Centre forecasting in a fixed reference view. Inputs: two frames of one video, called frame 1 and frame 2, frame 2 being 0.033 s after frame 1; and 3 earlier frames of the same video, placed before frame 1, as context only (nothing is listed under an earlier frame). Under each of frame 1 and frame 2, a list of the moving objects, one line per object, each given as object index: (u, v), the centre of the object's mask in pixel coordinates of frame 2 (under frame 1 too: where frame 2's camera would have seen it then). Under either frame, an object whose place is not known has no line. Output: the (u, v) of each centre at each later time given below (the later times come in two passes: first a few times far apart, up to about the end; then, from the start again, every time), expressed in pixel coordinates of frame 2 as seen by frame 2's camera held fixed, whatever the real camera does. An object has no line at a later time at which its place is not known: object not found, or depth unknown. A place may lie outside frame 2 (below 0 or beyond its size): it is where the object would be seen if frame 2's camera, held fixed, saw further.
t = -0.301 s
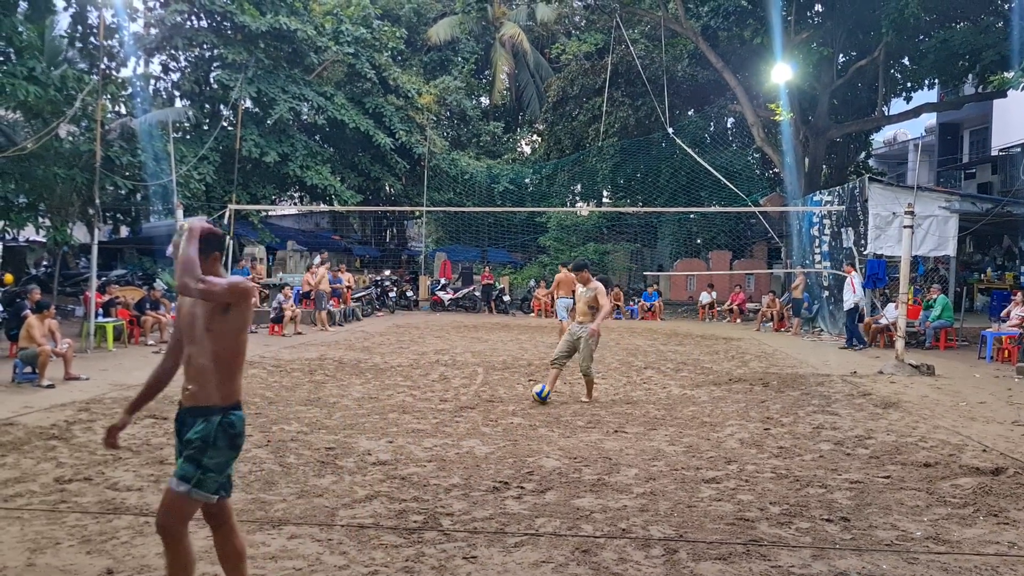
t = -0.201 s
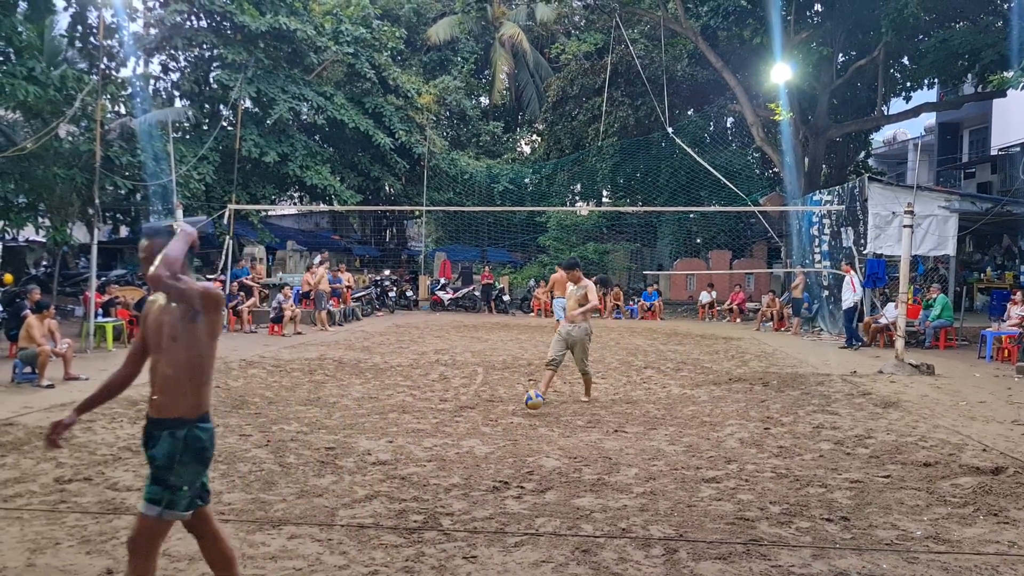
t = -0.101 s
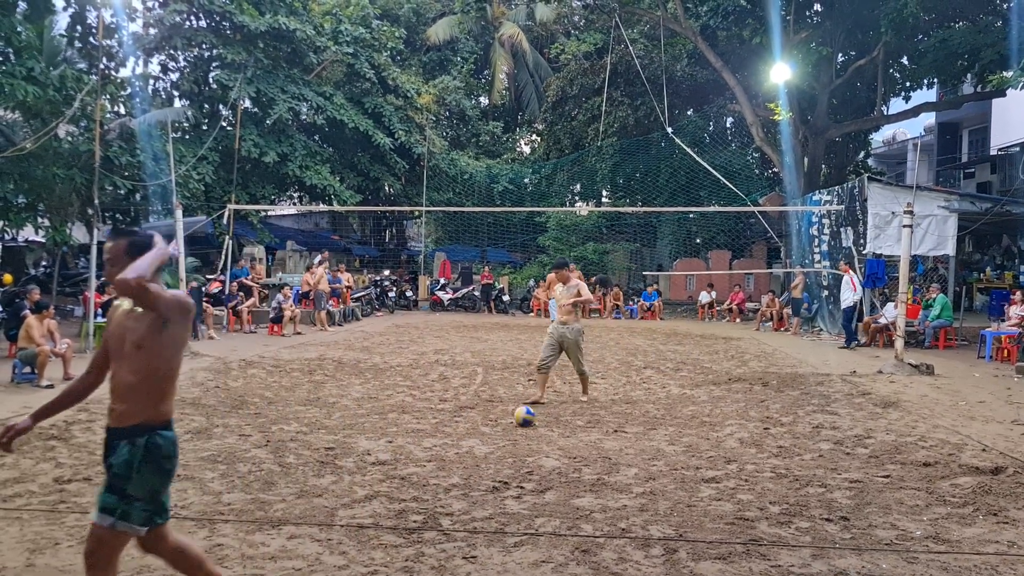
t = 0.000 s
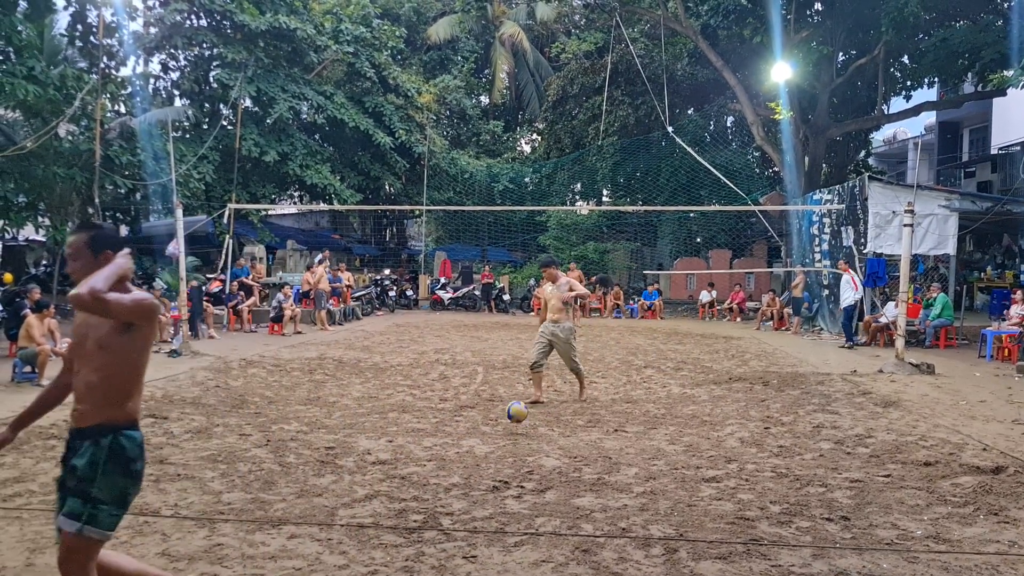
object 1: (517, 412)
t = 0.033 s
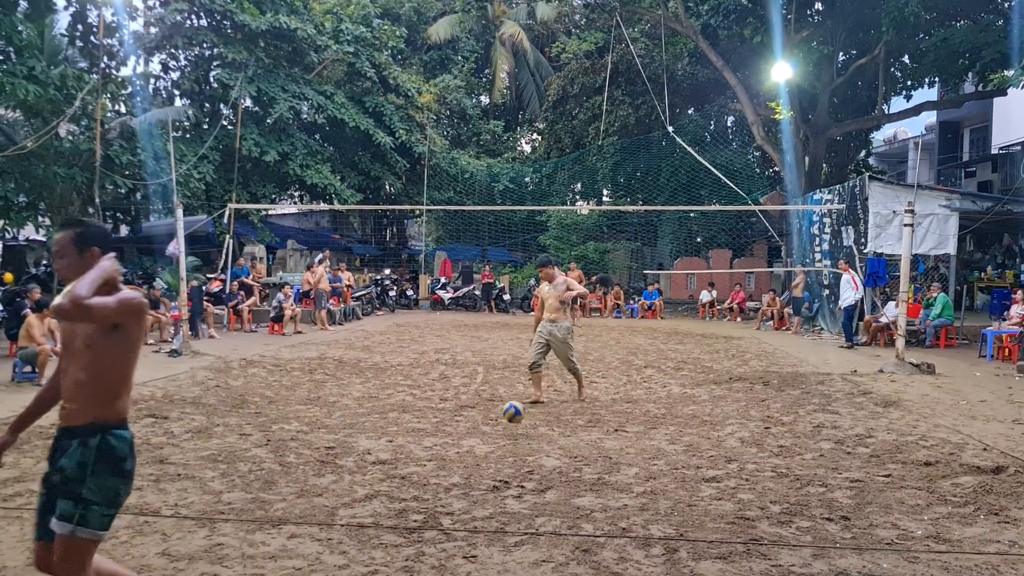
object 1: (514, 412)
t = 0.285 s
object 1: (487, 441)
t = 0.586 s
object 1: (443, 469)
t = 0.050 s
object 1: (513, 412)
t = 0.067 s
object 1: (511, 413)
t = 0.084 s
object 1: (509, 415)
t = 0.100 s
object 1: (508, 416)
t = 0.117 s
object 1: (506, 418)
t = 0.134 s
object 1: (504, 421)
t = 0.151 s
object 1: (503, 423)
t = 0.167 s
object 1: (502, 427)
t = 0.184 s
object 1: (500, 431)
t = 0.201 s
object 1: (497, 434)
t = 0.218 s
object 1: (496, 439)
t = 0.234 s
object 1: (494, 442)
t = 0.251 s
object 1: (492, 442)
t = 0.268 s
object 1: (490, 441)
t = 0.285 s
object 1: (487, 441)
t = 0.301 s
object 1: (485, 441)
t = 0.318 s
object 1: (483, 442)
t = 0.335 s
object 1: (481, 443)
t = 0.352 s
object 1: (478, 445)
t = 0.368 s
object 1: (476, 446)
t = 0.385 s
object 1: (474, 448)
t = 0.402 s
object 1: (471, 450)
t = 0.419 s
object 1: (469, 452)
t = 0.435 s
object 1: (466, 456)
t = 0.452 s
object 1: (463, 460)
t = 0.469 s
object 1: (460, 464)
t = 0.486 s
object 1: (458, 469)
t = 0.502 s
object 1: (455, 469)
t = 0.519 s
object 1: (453, 468)
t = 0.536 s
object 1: (451, 468)
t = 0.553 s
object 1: (448, 468)
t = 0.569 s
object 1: (446, 468)
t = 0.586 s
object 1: (443, 469)
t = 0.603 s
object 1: (441, 471)
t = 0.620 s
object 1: (438, 473)
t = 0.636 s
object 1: (435, 476)
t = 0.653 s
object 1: (433, 478)
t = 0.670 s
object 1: (430, 482)
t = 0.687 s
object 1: (427, 485)
